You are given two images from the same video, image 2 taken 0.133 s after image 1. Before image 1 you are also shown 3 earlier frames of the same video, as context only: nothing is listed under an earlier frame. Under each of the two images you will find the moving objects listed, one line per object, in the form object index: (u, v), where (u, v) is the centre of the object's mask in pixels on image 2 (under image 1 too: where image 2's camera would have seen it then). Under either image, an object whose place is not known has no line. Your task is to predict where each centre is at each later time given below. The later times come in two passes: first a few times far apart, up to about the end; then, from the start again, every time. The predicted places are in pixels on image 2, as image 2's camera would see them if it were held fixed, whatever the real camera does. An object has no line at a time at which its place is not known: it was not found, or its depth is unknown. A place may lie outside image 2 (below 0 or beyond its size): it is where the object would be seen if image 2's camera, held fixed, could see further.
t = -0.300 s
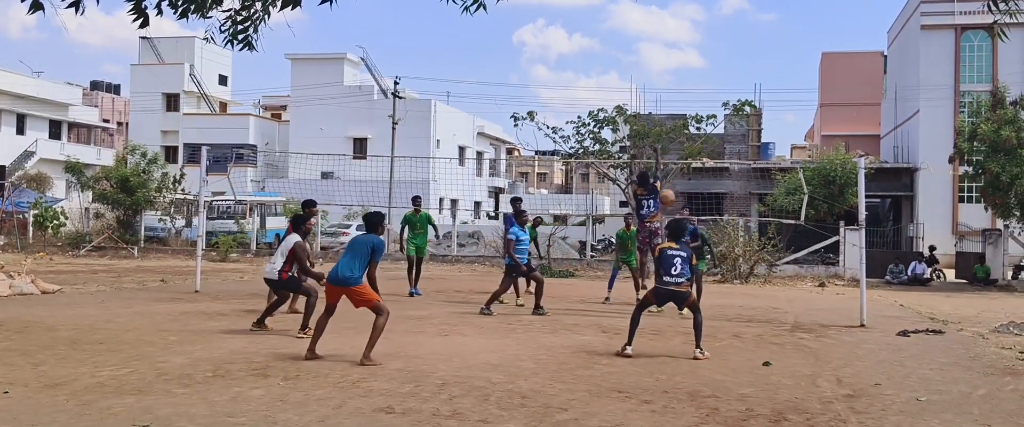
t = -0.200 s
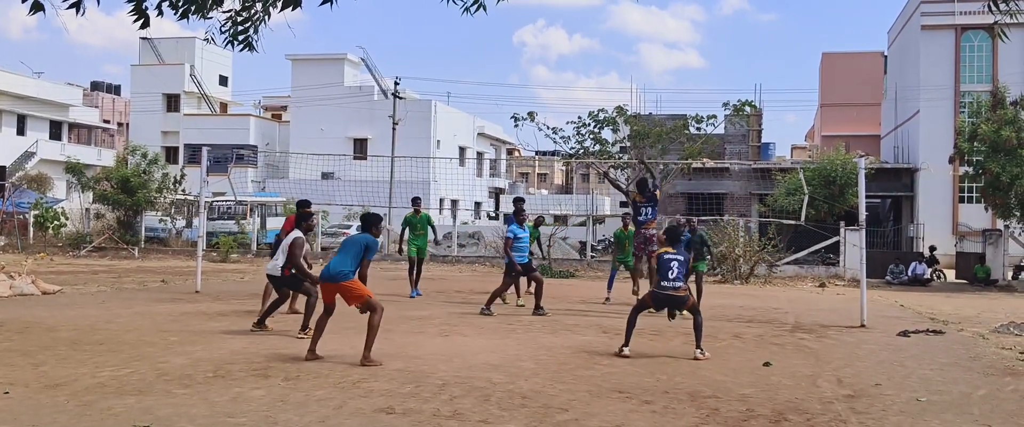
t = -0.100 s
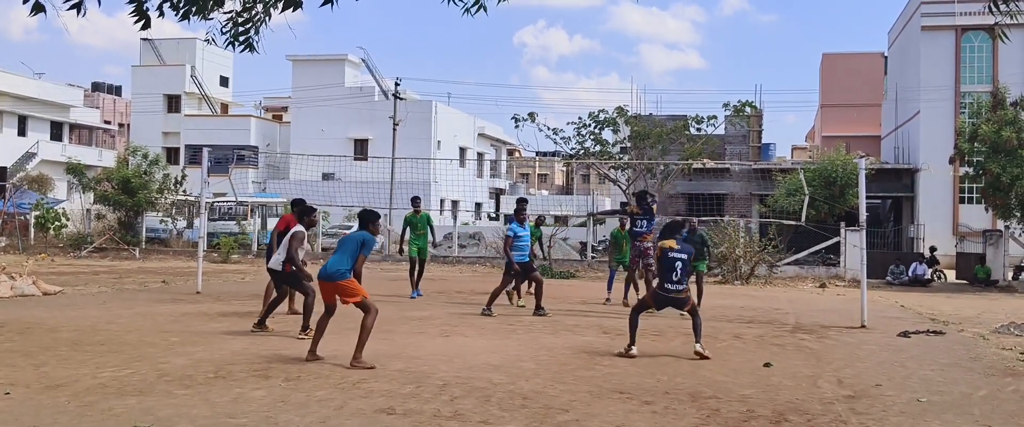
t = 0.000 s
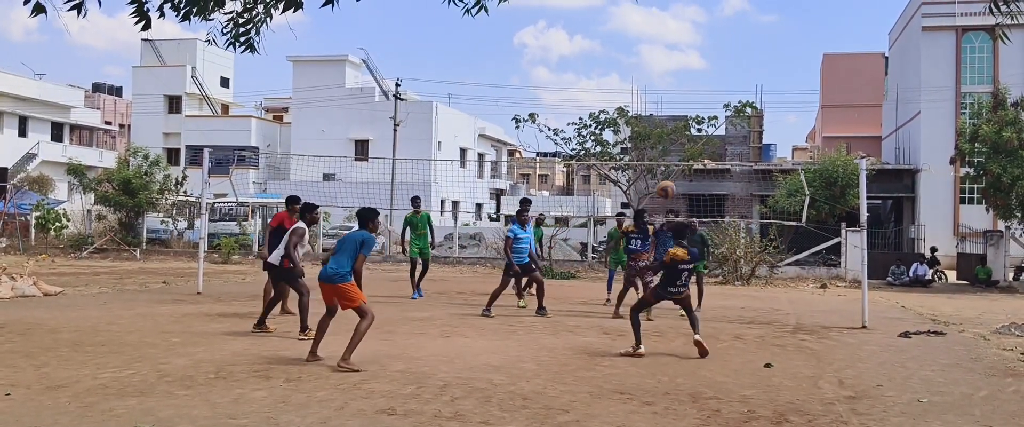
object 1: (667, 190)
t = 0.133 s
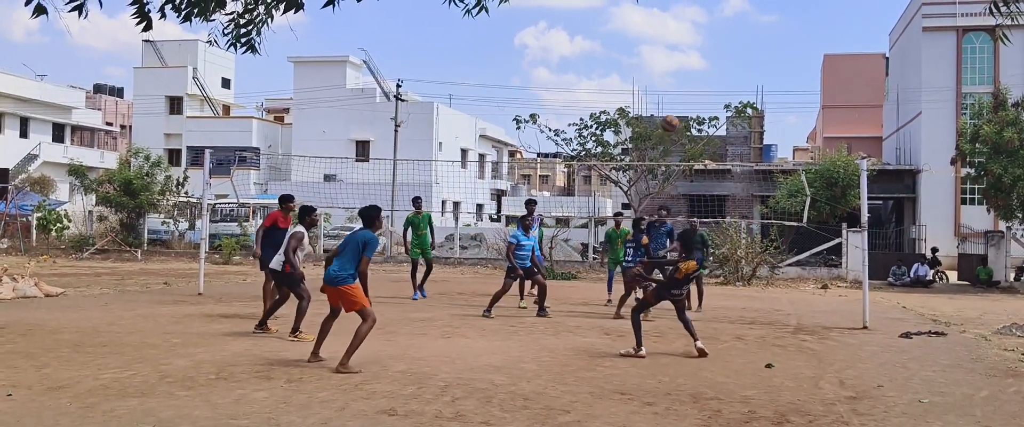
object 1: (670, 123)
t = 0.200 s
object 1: (671, 98)
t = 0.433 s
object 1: (678, 45)
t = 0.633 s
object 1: (682, 34)
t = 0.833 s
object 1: (685, 51)
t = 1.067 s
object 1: (686, 98)
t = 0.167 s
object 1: (670, 110)
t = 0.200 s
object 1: (671, 98)
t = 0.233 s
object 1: (672, 87)
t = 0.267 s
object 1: (673, 78)
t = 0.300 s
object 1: (675, 69)
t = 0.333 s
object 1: (676, 62)
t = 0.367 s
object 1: (677, 55)
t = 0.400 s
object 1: (678, 49)
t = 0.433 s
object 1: (678, 45)
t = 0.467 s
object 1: (679, 41)
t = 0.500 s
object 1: (680, 38)
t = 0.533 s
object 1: (681, 36)
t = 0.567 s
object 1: (681, 34)
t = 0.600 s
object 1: (682, 34)
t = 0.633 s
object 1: (682, 34)
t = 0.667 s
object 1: (683, 35)
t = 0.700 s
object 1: (683, 37)
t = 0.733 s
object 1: (684, 39)
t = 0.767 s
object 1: (684, 43)
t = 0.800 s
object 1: (684, 46)
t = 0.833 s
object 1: (685, 51)
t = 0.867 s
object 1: (685, 56)
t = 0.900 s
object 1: (685, 62)
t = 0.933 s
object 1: (685, 68)
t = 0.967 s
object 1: (686, 75)
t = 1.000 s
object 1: (686, 82)
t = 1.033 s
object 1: (686, 90)
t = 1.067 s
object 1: (686, 98)
